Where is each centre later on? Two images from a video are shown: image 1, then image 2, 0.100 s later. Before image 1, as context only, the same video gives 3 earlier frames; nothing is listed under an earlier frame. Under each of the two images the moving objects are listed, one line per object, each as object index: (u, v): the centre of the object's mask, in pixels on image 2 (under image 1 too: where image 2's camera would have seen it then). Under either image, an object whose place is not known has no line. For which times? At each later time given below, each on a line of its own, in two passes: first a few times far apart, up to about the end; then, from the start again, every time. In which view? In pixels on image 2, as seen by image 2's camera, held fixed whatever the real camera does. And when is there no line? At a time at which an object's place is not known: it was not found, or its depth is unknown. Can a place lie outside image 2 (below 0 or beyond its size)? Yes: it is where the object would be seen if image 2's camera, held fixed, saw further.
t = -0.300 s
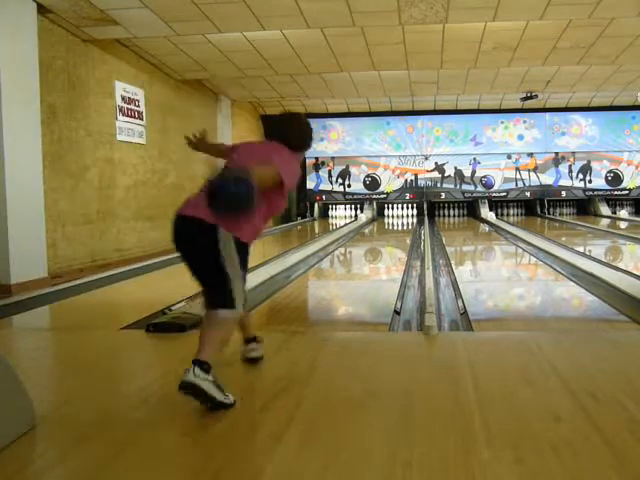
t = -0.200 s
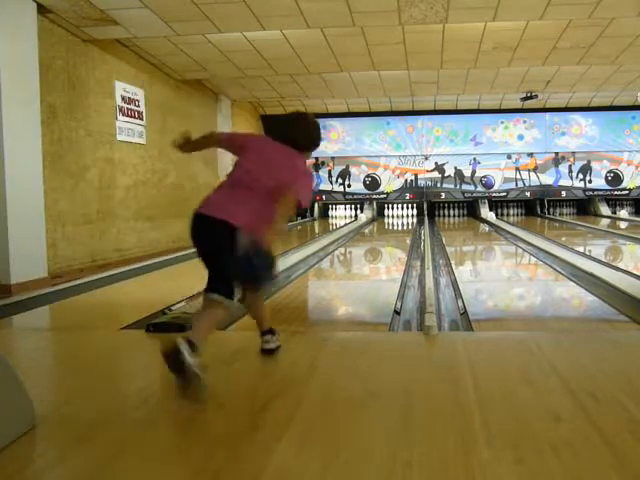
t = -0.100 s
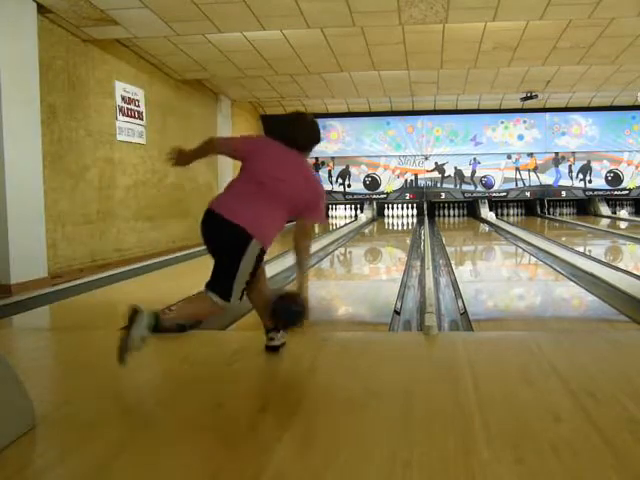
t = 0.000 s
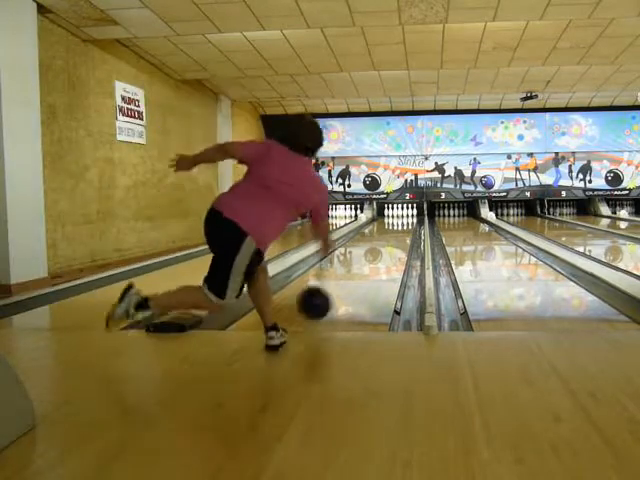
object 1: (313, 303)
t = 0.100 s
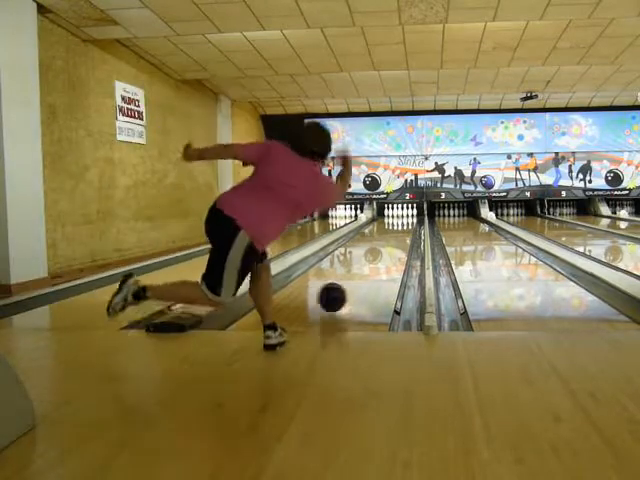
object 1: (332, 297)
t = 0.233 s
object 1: (348, 282)
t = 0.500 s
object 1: (369, 259)
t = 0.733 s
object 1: (379, 247)
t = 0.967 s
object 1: (387, 239)
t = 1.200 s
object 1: (391, 233)
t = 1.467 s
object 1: (395, 227)
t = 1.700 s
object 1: (397, 224)
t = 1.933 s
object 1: (397, 221)
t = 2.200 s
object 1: (399, 218)
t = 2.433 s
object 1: (399, 217)
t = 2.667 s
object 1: (397, 216)
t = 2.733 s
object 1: (395, 214)
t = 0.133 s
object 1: (336, 294)
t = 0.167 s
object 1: (341, 289)
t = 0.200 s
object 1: (345, 286)
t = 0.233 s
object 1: (348, 282)
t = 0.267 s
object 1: (352, 278)
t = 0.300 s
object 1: (355, 275)
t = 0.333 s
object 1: (358, 272)
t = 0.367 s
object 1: (360, 269)
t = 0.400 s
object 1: (363, 266)
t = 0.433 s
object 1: (366, 263)
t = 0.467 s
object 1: (367, 261)
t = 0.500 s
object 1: (369, 259)
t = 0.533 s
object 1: (371, 257)
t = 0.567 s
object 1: (373, 255)
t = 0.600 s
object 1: (374, 254)
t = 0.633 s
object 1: (376, 252)
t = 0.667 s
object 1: (377, 250)
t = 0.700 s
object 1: (378, 249)
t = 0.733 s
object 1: (379, 247)
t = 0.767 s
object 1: (381, 246)
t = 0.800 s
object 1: (382, 244)
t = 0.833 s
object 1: (383, 243)
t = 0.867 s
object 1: (384, 242)
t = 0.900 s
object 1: (385, 241)
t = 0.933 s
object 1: (386, 240)
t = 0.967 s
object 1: (387, 239)
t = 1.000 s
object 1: (388, 238)
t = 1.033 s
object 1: (388, 237)
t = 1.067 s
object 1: (389, 235)
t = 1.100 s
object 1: (389, 235)
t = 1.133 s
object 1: (390, 234)
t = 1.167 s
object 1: (390, 233)
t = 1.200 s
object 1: (391, 233)
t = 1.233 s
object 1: (392, 231)
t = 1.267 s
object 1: (392, 231)
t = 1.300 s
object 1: (393, 231)
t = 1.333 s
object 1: (393, 229)
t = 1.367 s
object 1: (393, 229)
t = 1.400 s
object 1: (394, 229)
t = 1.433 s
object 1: (394, 228)
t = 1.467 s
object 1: (395, 227)
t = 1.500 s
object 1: (395, 227)
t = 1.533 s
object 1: (396, 226)
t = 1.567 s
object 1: (397, 224)
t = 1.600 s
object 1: (397, 224)
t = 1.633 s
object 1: (397, 224)
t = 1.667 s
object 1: (397, 224)
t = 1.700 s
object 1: (397, 224)
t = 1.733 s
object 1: (397, 223)
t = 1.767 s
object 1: (397, 223)
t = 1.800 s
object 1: (398, 223)
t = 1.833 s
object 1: (398, 222)
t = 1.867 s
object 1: (398, 221)
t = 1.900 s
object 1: (398, 221)
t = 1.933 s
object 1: (397, 221)
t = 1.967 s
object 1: (398, 220)
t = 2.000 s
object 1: (399, 219)
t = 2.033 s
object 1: (399, 219)
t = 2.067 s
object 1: (399, 218)
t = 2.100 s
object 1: (399, 219)
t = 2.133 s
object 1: (399, 219)
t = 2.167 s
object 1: (399, 218)
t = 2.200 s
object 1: (399, 218)
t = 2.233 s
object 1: (399, 218)
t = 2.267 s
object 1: (399, 218)
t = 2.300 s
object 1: (399, 218)
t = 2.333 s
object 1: (399, 217)
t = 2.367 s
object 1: (399, 217)
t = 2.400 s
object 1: (399, 217)
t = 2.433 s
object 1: (399, 217)
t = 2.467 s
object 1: (398, 216)
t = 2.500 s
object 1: (398, 216)
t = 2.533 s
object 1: (398, 216)
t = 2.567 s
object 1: (398, 216)
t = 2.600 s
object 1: (398, 216)
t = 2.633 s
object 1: (398, 216)
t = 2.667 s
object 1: (397, 216)
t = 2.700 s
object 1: (396, 216)
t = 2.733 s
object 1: (395, 214)
